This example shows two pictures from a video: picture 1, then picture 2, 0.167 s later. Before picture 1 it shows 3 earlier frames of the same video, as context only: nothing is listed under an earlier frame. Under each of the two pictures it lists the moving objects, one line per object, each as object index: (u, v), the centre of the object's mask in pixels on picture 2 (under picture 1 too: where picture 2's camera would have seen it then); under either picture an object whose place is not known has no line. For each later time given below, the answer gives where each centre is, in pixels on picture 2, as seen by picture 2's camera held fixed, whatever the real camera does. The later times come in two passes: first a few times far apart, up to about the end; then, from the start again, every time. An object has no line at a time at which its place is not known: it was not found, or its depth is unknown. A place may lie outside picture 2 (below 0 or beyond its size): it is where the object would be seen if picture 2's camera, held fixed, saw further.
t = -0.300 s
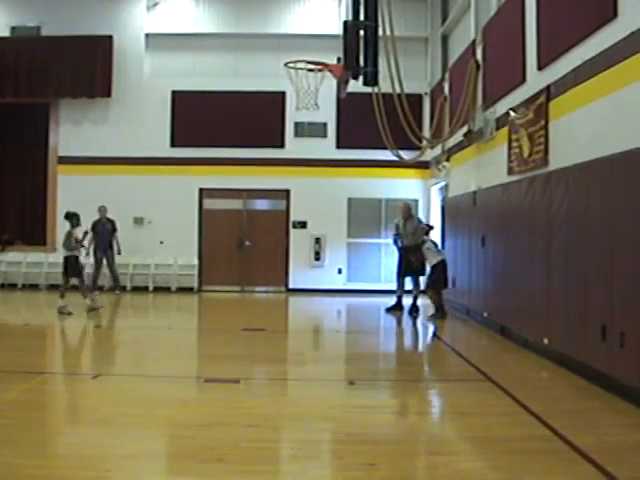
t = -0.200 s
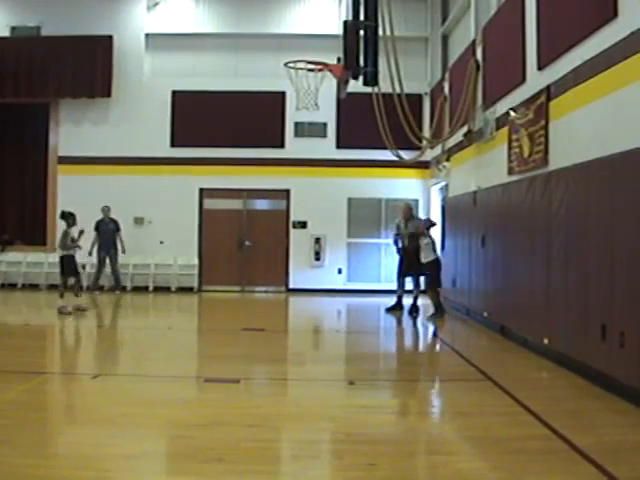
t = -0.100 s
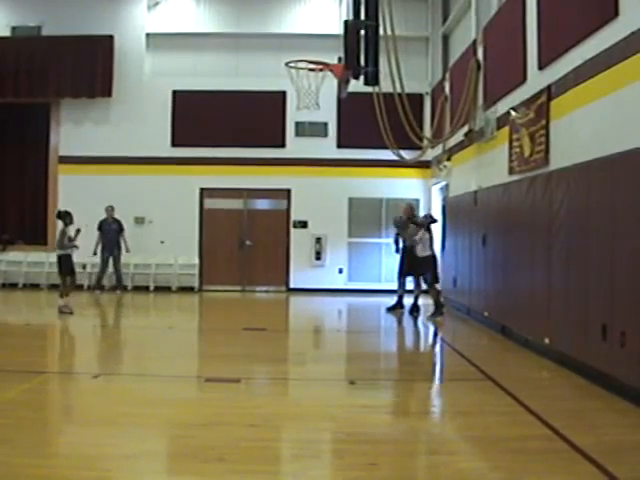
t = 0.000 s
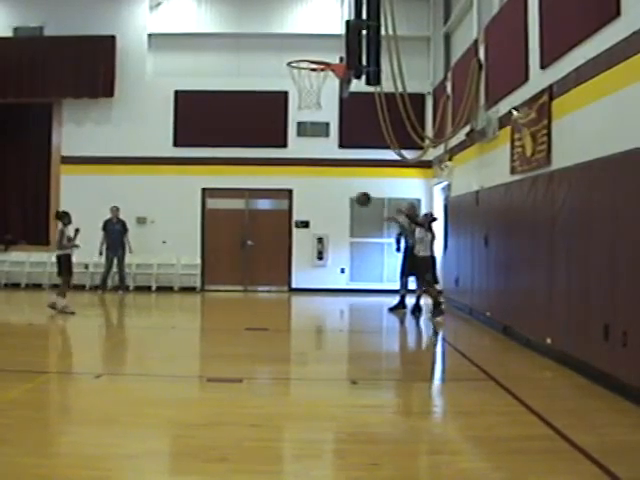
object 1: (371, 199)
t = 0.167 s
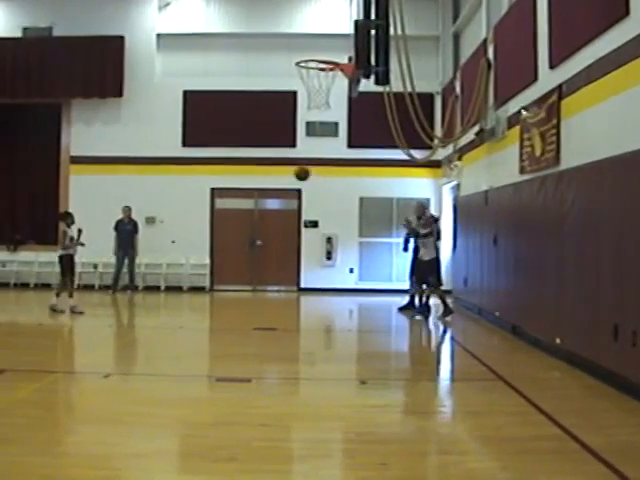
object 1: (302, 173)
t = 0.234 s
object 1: (273, 168)
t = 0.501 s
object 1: (162, 179)
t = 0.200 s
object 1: (287, 170)
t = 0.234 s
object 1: (273, 168)
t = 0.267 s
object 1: (259, 167)
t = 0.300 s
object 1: (246, 167)
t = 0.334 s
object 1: (232, 167)
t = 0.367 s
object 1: (217, 167)
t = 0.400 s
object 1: (203, 168)
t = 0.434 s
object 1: (190, 172)
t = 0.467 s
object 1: (176, 175)
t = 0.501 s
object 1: (162, 179)
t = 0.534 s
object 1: (148, 184)
